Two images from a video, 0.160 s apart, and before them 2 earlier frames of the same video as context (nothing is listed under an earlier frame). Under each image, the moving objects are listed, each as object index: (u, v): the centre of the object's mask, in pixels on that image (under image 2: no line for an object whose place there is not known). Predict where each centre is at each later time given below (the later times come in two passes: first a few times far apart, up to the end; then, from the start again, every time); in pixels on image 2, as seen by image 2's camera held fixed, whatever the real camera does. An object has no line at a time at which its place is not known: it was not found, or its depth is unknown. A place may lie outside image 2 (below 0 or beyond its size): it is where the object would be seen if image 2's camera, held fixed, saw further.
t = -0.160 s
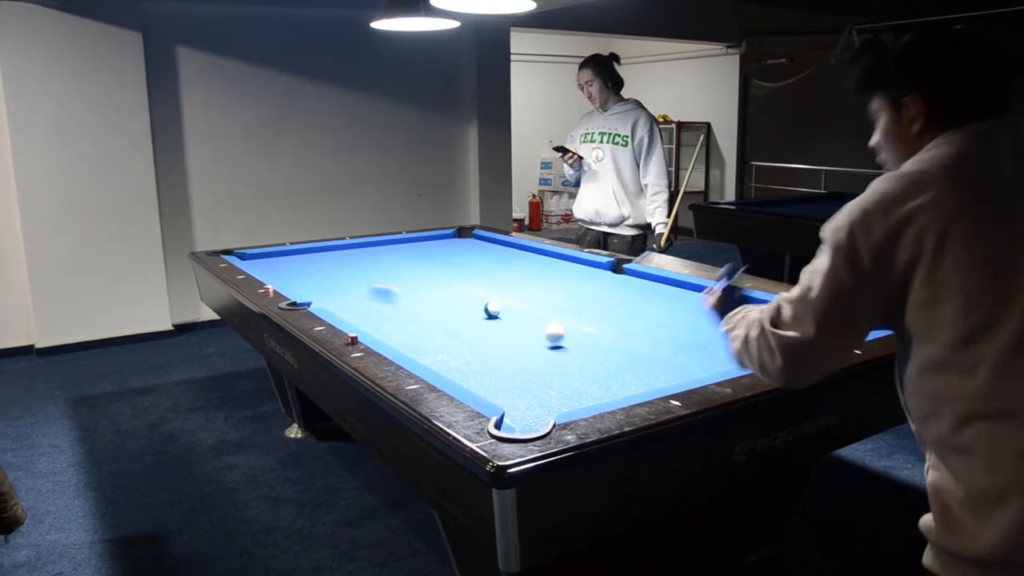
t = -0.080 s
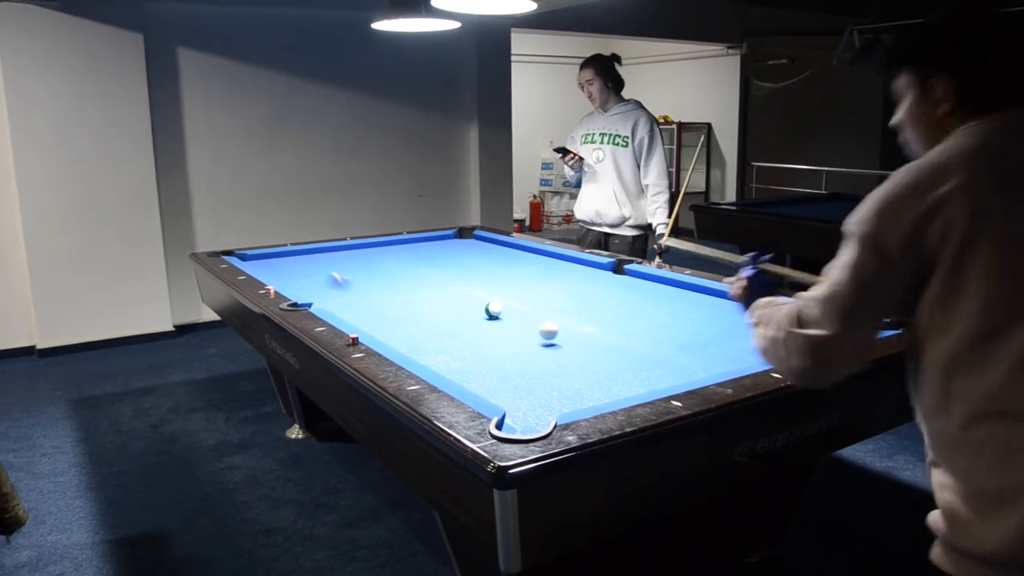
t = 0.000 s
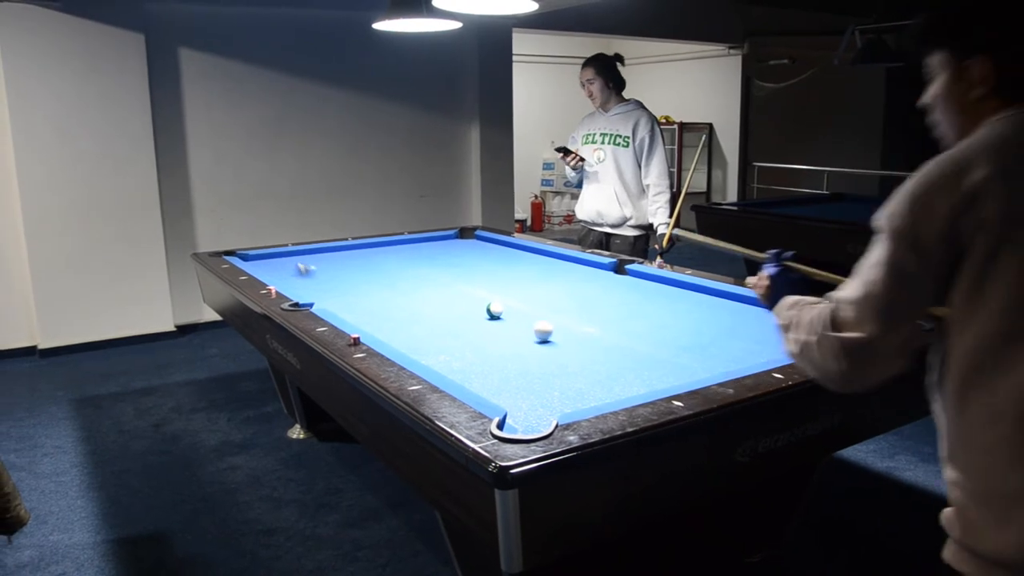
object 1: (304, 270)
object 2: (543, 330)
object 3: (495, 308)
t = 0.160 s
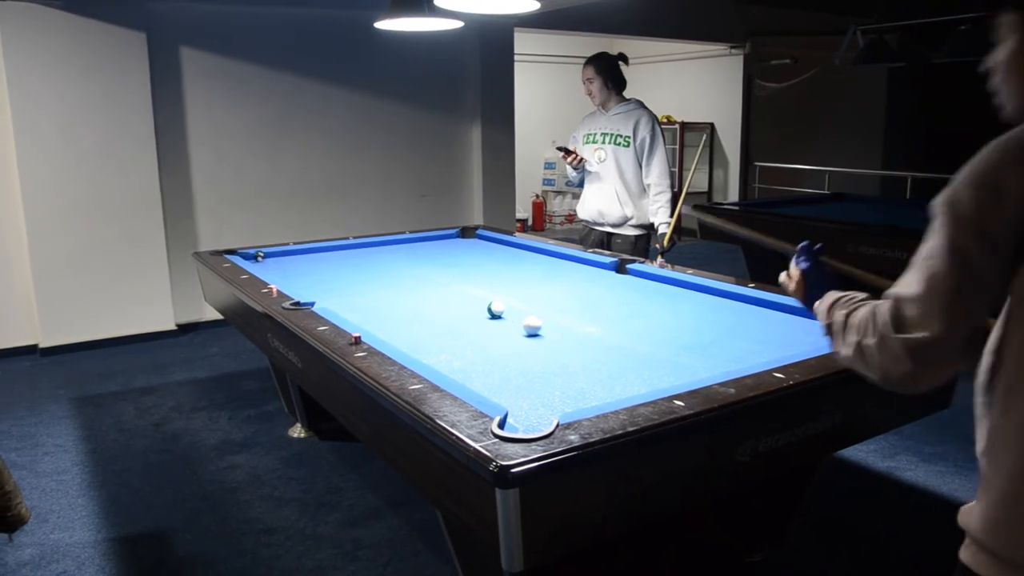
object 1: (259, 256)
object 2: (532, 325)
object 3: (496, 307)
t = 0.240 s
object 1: (267, 261)
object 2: (526, 323)
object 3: (496, 308)
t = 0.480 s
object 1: (292, 276)
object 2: (511, 316)
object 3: (495, 308)
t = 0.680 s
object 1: (314, 289)
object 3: (492, 306)
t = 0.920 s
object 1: (348, 309)
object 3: (488, 302)
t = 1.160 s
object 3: (485, 299)
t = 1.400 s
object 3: (481, 296)
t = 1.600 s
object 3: (480, 296)
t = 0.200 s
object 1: (263, 259)
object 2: (529, 324)
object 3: (496, 308)
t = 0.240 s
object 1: (267, 261)
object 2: (526, 323)
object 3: (496, 308)
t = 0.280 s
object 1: (271, 264)
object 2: (523, 321)
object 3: (496, 307)
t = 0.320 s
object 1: (275, 266)
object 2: (521, 320)
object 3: (496, 307)
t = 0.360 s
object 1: (279, 269)
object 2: (518, 320)
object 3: (495, 308)
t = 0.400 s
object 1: (283, 271)
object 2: (515, 318)
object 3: (495, 309)
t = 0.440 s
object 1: (287, 273)
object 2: (513, 317)
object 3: (496, 308)
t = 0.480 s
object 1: (292, 276)
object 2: (511, 316)
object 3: (495, 308)
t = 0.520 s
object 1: (296, 278)
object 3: (494, 308)
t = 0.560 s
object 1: (300, 280)
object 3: (493, 308)
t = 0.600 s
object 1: (305, 284)
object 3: (493, 307)
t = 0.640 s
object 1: (310, 287)
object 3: (492, 306)
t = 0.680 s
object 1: (314, 289)
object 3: (492, 306)
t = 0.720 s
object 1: (320, 292)
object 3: (491, 305)
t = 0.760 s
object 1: (325, 296)
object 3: (490, 304)
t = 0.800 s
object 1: (330, 299)
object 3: (489, 303)
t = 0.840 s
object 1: (336, 302)
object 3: (489, 303)
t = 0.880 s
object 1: (342, 305)
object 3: (488, 302)
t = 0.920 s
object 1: (348, 309)
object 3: (488, 302)
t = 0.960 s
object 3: (488, 302)
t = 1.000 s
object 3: (487, 301)
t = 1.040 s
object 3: (487, 301)
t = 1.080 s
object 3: (487, 300)
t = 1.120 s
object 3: (486, 300)
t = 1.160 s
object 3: (485, 299)
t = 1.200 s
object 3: (485, 298)
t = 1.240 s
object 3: (484, 298)
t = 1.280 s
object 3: (484, 298)
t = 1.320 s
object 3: (483, 297)
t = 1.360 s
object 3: (483, 298)
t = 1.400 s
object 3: (481, 296)
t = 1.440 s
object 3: (479, 296)
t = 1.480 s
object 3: (481, 297)
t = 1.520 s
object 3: (481, 297)
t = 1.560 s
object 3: (481, 296)
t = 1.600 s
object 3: (480, 296)
